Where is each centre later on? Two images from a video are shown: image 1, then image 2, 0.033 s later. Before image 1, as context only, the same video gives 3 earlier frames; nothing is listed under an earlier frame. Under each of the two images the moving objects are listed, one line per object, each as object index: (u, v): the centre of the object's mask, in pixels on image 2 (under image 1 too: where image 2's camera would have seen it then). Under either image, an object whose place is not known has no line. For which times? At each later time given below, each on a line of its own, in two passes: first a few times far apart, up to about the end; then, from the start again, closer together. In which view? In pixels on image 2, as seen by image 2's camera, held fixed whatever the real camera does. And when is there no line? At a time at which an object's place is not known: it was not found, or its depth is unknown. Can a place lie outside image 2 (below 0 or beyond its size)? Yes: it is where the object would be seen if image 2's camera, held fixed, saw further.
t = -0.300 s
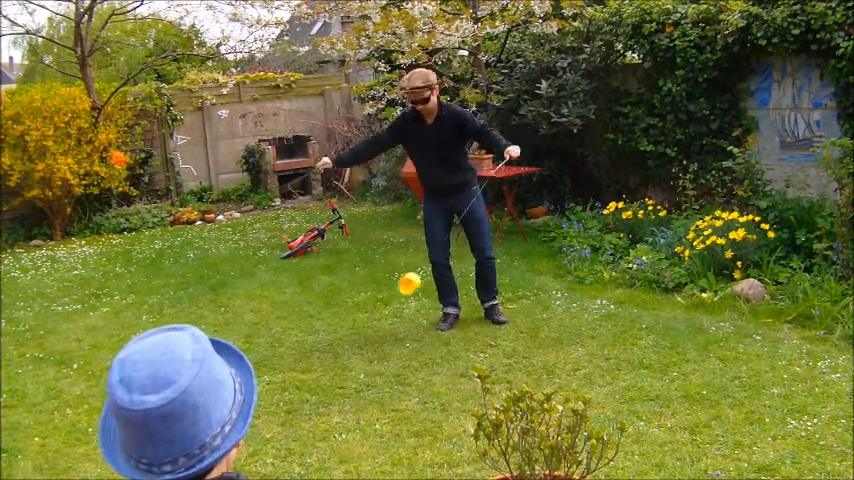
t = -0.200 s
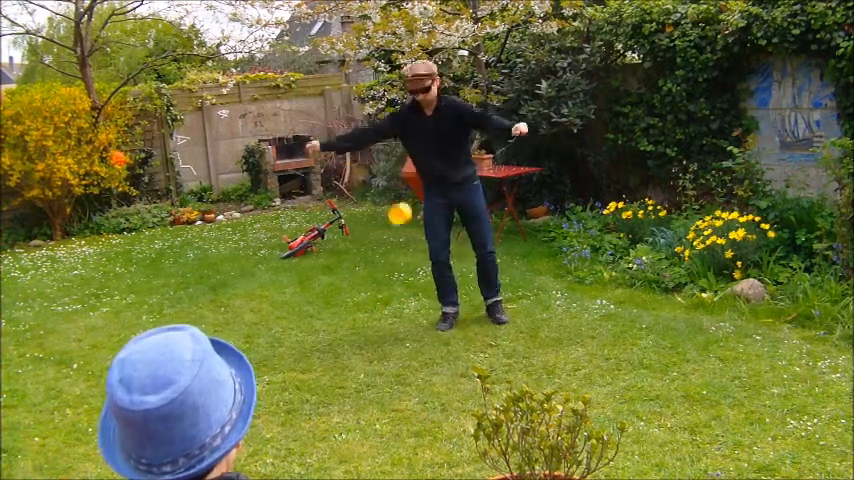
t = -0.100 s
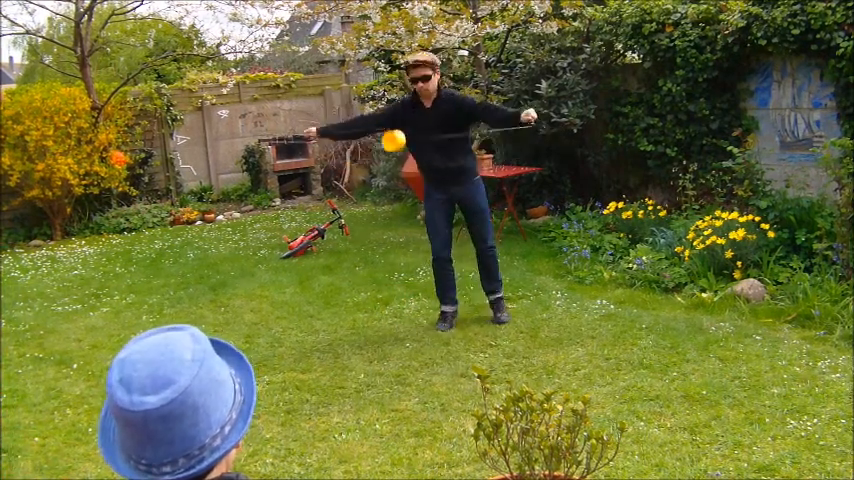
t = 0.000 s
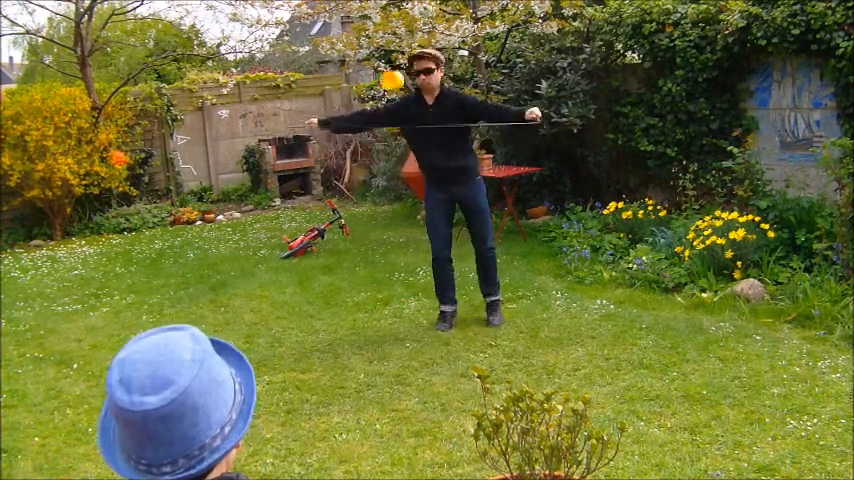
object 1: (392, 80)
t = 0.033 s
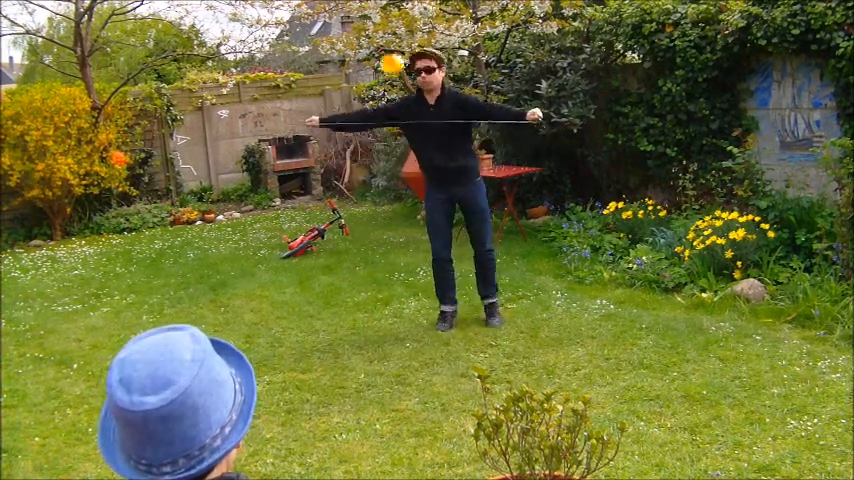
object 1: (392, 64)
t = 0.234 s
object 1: (395, 9)
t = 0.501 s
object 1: (404, 40)
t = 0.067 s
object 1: (392, 50)
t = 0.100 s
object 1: (392, 37)
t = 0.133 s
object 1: (392, 26)
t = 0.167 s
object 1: (392, 18)
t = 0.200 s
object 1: (393, 12)
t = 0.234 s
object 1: (395, 9)
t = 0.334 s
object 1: (396, 7)
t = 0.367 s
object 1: (398, 9)
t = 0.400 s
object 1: (399, 13)
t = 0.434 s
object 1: (401, 20)
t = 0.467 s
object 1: (403, 29)
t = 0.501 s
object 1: (404, 40)
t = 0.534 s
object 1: (406, 53)
